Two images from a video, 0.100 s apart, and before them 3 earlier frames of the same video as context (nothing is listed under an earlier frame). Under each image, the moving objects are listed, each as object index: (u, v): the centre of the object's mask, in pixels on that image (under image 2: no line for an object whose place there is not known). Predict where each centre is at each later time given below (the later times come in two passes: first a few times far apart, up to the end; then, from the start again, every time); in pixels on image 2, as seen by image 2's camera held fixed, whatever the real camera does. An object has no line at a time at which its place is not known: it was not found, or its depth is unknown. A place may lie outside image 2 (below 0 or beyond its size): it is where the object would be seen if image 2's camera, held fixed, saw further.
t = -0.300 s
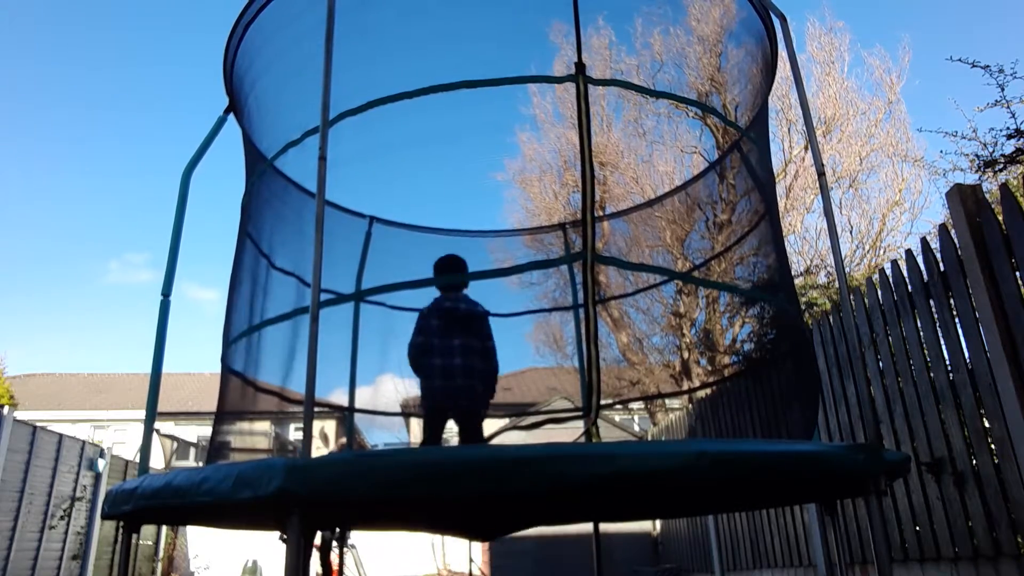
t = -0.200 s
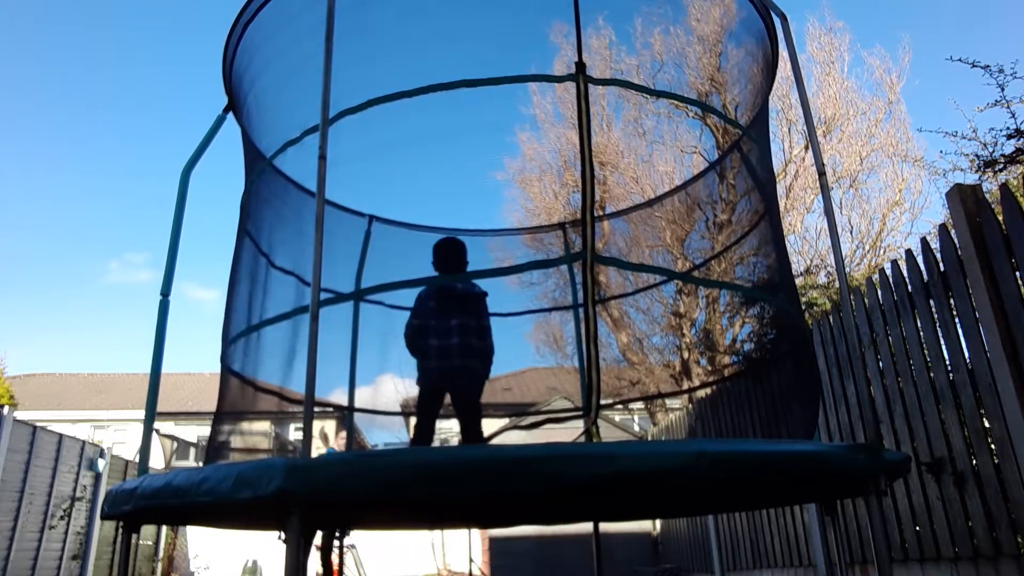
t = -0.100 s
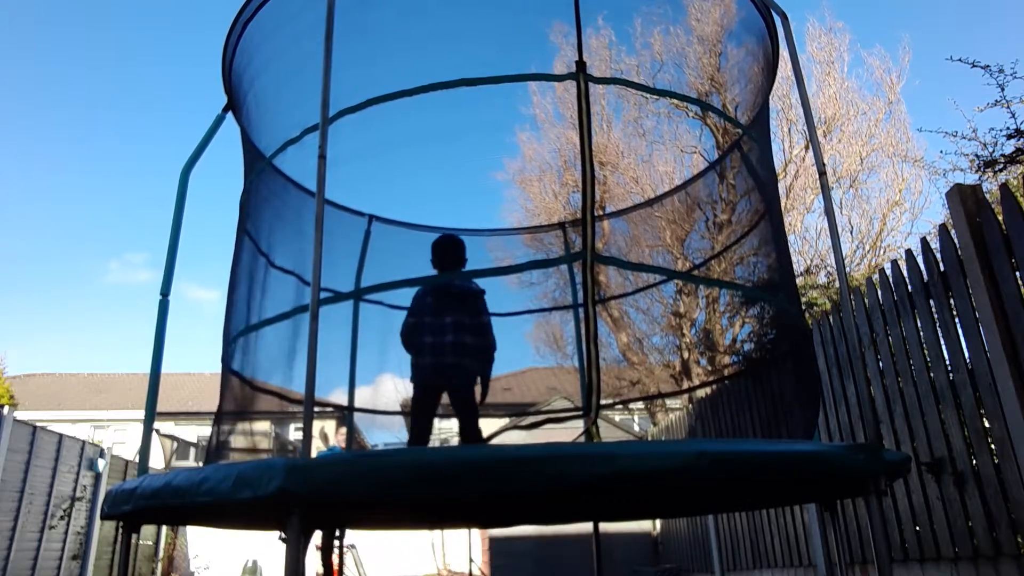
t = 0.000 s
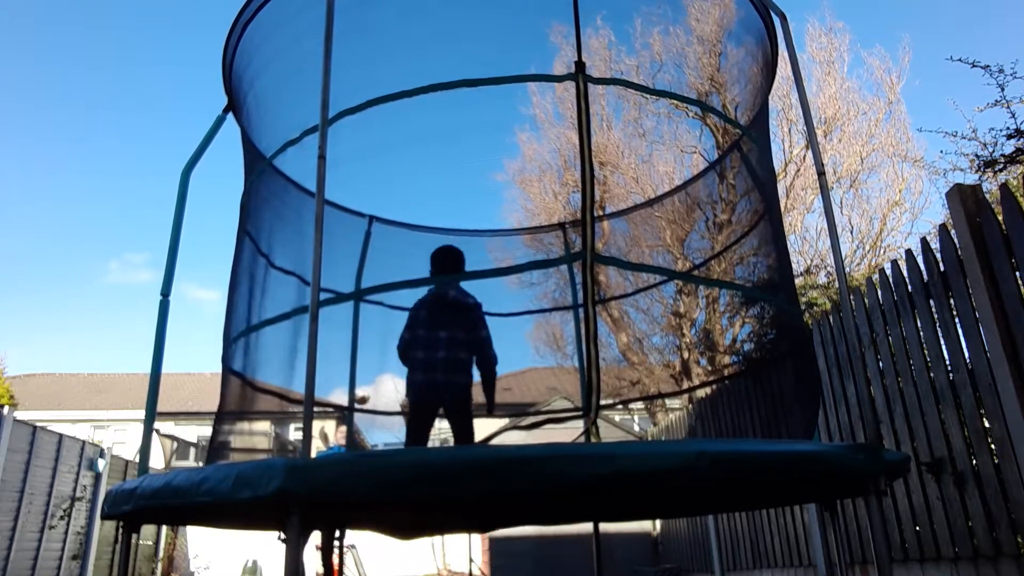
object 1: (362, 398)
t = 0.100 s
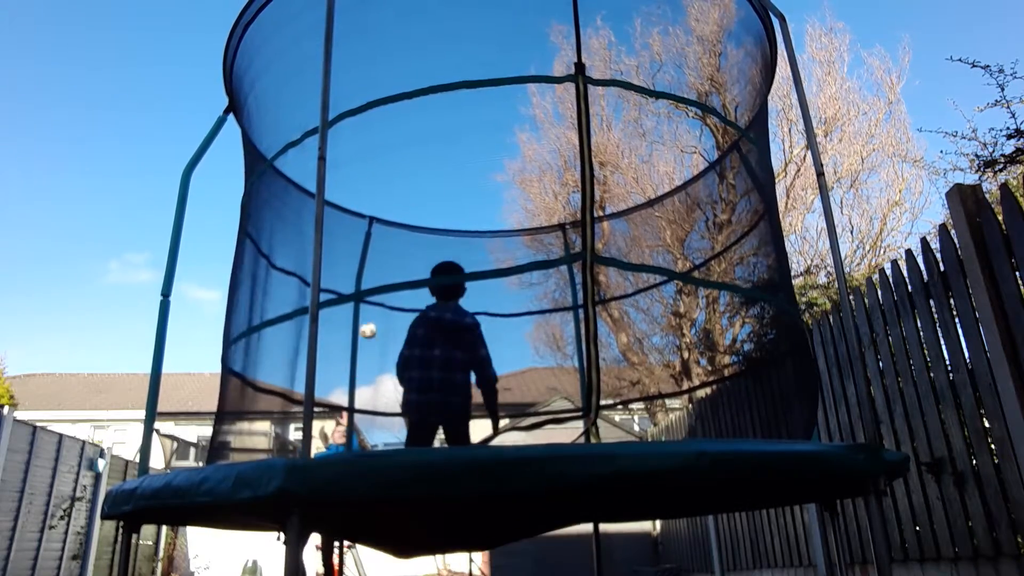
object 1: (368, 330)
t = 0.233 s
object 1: (377, 256)
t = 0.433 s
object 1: (391, 173)
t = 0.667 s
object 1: (406, 119)
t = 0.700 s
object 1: (409, 115)
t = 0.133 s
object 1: (370, 311)
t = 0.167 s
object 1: (372, 286)
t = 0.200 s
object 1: (375, 273)
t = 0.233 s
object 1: (377, 256)
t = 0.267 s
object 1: (380, 239)
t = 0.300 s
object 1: (381, 225)
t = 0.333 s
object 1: (384, 210)
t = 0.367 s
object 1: (386, 196)
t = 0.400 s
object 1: (388, 184)
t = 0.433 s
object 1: (391, 173)
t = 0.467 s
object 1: (393, 162)
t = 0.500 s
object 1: (395, 153)
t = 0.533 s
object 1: (397, 144)
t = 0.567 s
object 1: (399, 136)
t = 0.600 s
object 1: (402, 130)
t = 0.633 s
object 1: (404, 124)
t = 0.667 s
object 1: (406, 119)
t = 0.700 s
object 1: (409, 115)
